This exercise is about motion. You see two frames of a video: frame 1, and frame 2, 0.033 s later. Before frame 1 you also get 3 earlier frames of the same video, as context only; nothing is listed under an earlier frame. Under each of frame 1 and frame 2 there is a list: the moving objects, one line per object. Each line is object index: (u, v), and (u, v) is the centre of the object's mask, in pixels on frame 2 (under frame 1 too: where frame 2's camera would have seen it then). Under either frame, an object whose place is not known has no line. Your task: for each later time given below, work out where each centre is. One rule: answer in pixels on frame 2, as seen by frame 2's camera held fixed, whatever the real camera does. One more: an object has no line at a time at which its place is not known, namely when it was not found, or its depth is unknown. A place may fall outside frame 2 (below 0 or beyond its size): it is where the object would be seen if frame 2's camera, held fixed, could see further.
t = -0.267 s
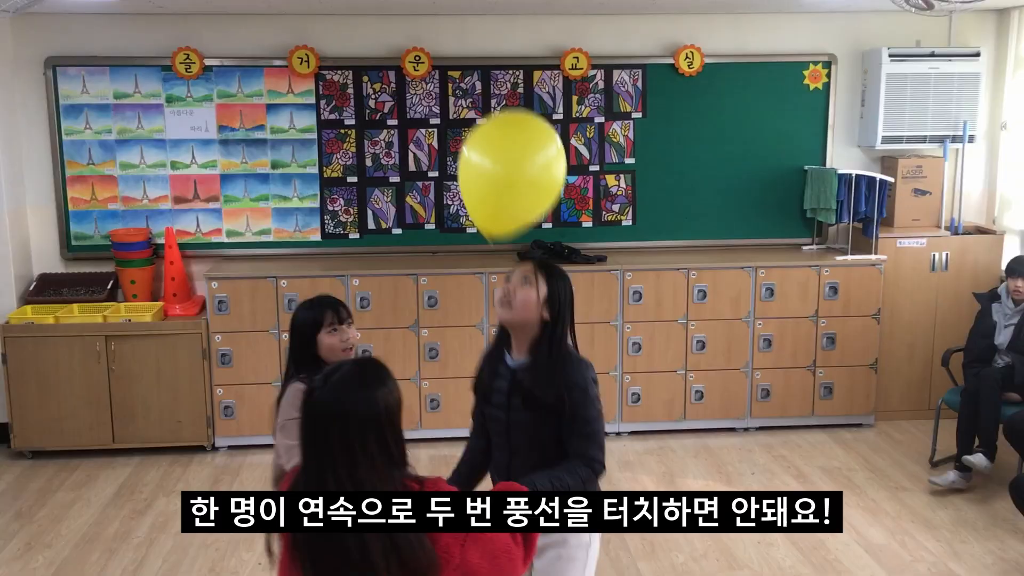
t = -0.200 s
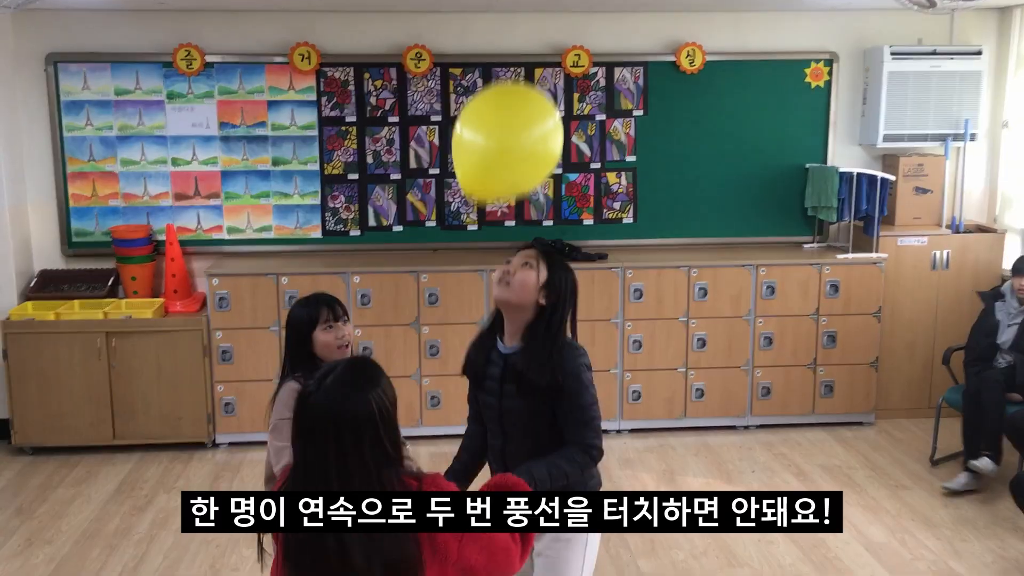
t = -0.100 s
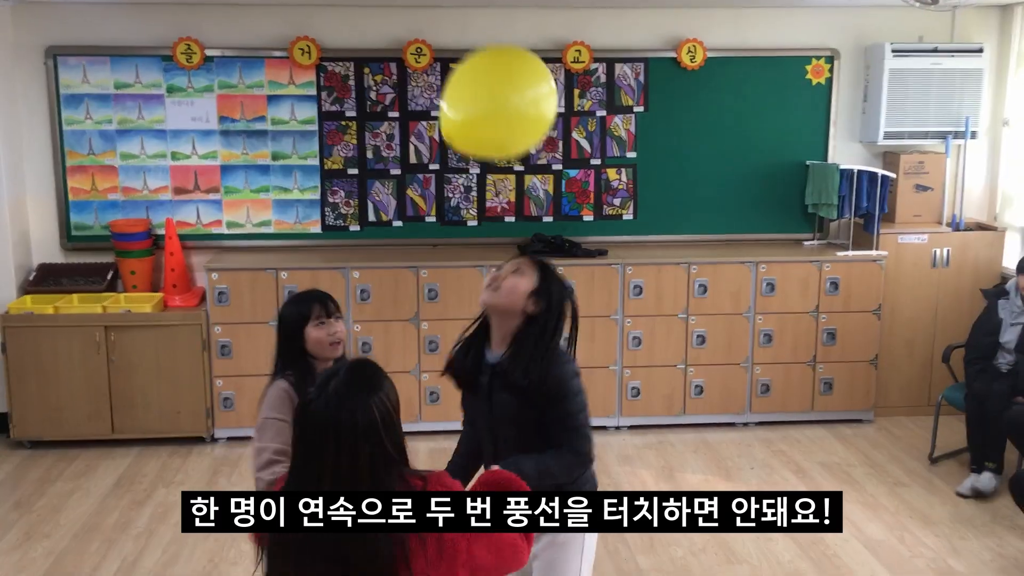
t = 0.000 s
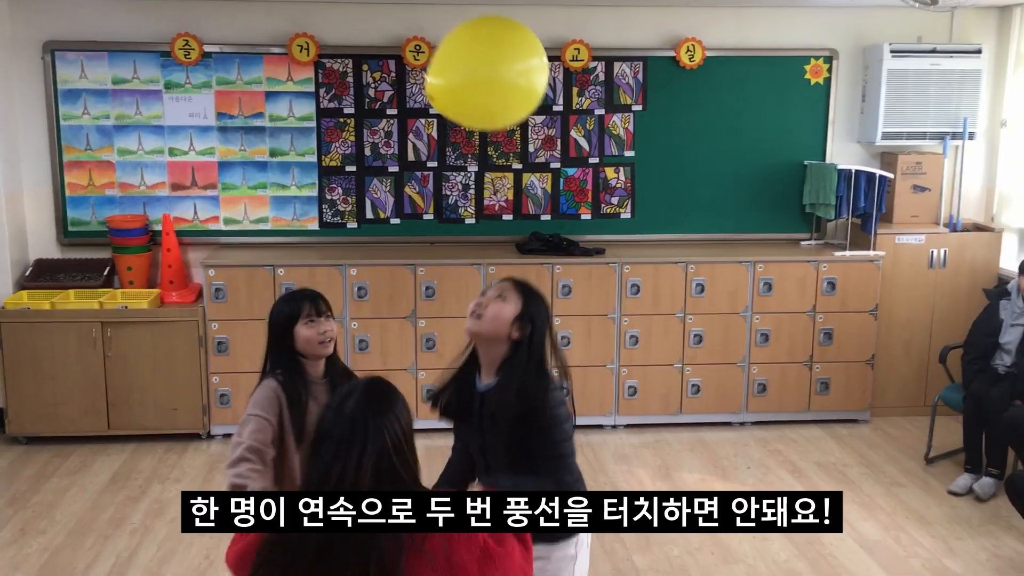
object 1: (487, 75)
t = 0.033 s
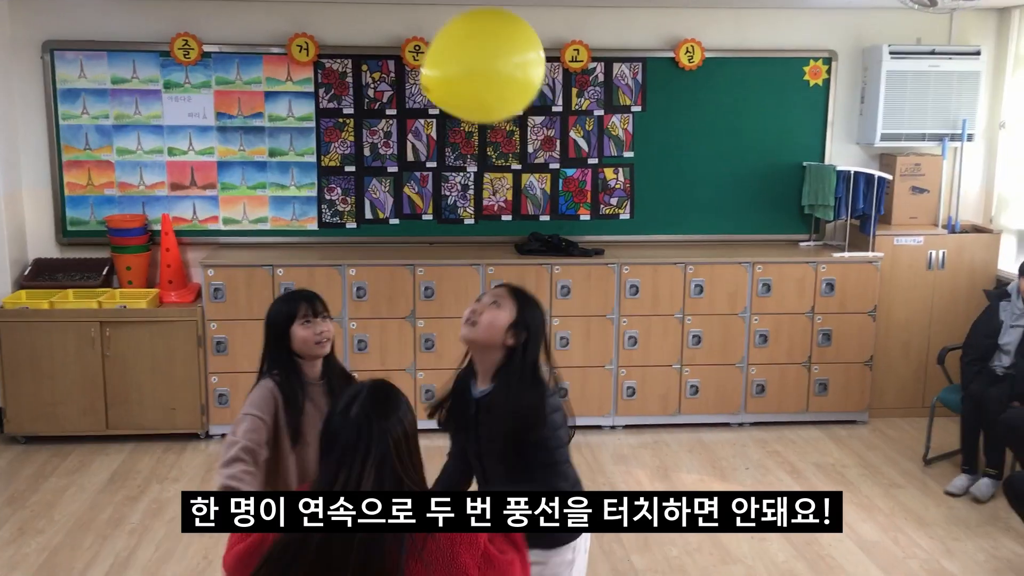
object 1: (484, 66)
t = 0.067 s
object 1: (481, 58)
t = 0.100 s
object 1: (478, 51)
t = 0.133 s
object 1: (474, 45)
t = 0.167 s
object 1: (470, 39)
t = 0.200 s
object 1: (466, 33)
